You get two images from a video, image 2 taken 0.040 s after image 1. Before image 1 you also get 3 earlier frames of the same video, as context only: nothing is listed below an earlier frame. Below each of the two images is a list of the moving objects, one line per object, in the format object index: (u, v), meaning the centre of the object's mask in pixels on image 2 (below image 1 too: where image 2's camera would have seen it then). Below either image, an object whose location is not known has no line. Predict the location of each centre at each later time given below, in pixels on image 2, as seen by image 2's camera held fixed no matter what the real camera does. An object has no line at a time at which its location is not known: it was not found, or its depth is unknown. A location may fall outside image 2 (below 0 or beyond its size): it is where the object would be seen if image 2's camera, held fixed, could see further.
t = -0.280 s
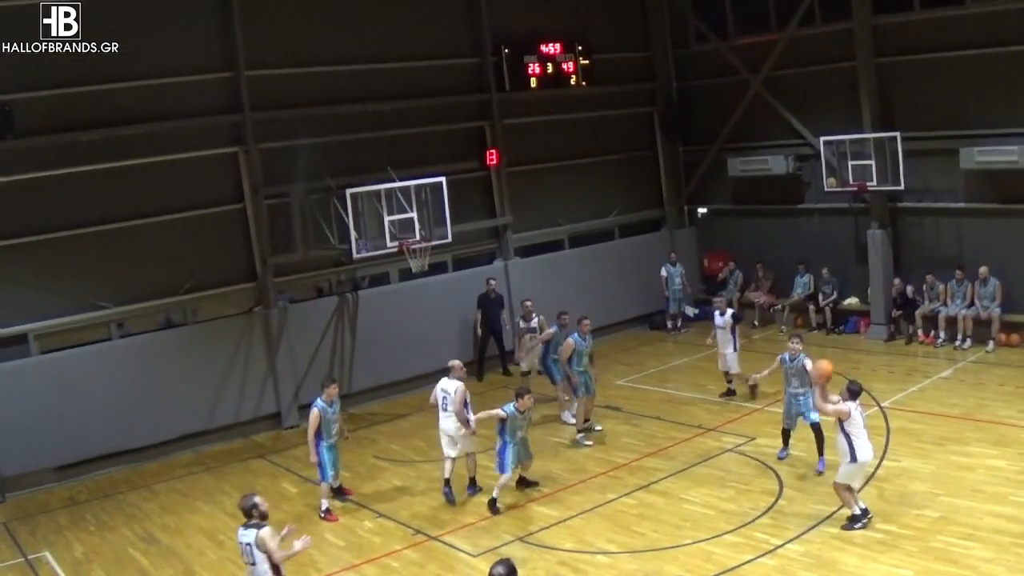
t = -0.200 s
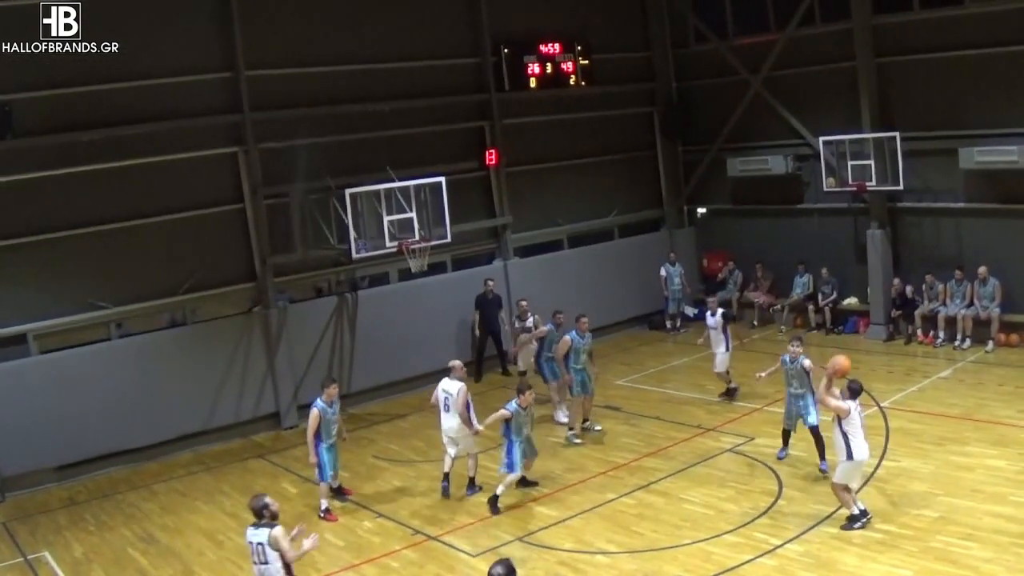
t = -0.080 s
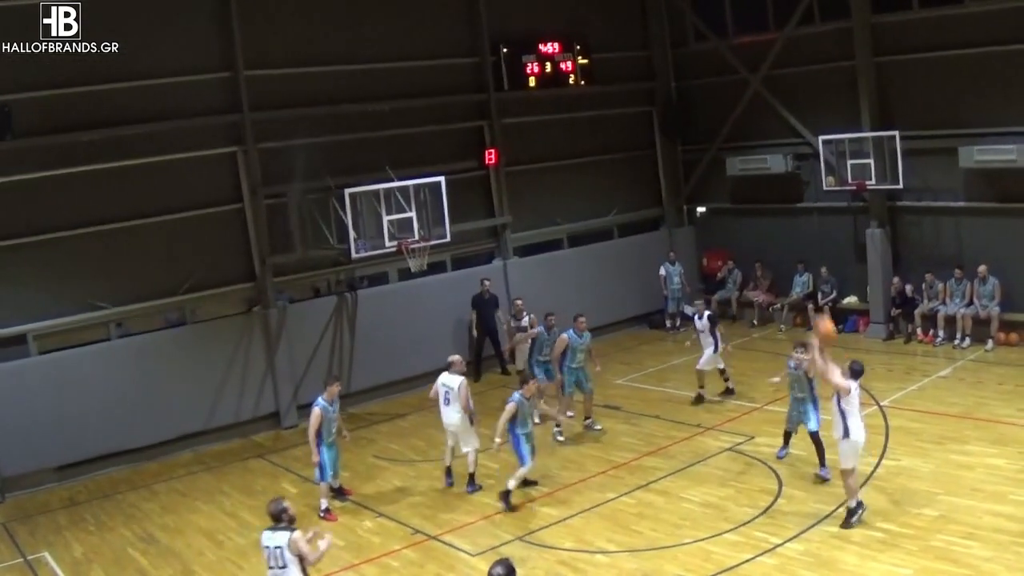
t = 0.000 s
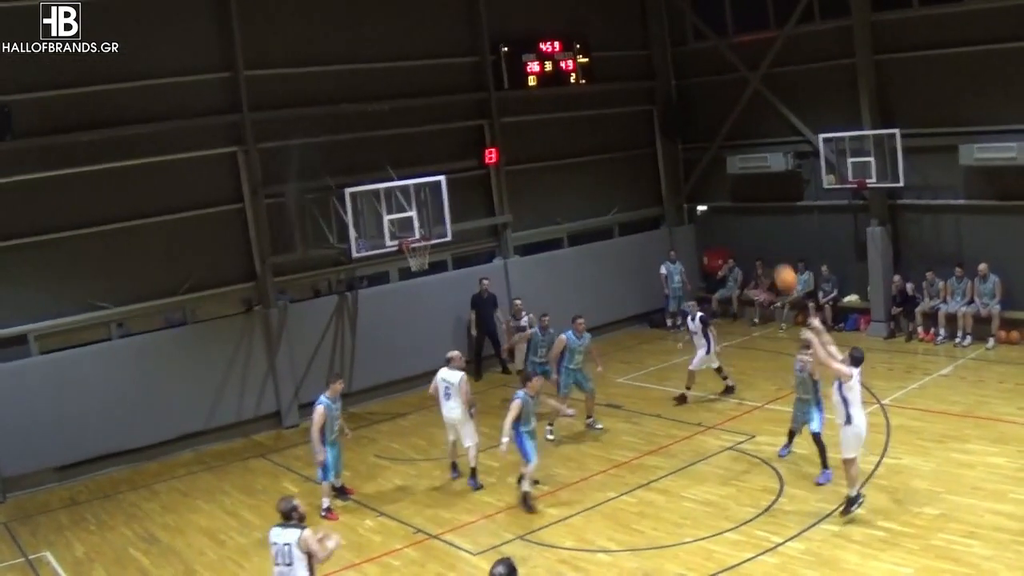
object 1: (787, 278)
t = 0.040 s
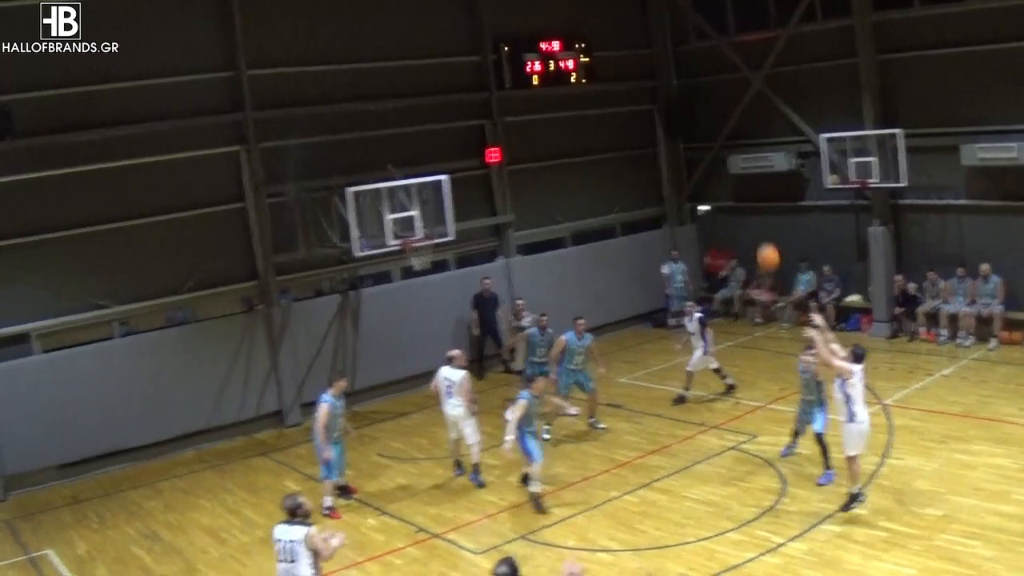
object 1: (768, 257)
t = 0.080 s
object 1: (749, 237)
